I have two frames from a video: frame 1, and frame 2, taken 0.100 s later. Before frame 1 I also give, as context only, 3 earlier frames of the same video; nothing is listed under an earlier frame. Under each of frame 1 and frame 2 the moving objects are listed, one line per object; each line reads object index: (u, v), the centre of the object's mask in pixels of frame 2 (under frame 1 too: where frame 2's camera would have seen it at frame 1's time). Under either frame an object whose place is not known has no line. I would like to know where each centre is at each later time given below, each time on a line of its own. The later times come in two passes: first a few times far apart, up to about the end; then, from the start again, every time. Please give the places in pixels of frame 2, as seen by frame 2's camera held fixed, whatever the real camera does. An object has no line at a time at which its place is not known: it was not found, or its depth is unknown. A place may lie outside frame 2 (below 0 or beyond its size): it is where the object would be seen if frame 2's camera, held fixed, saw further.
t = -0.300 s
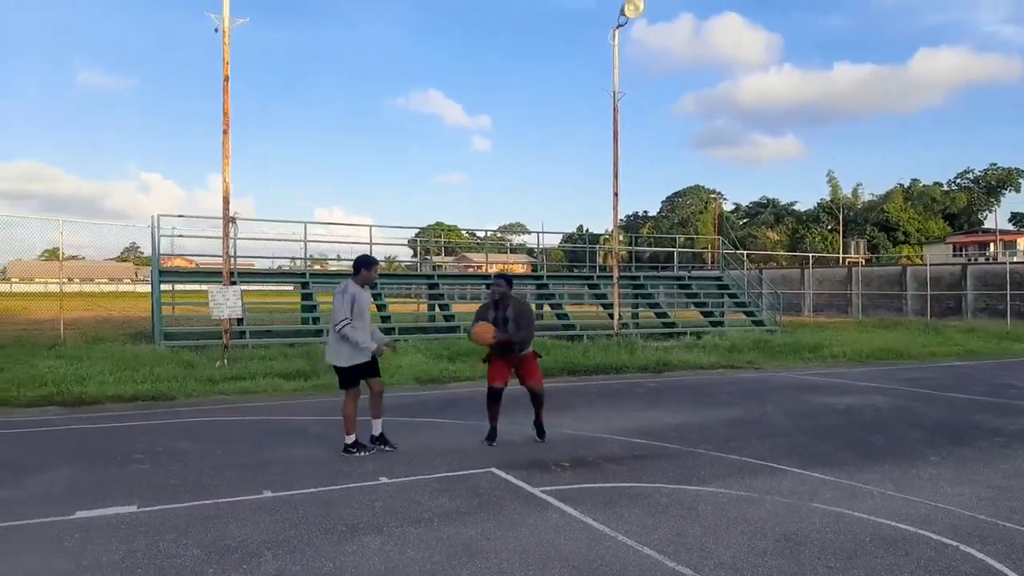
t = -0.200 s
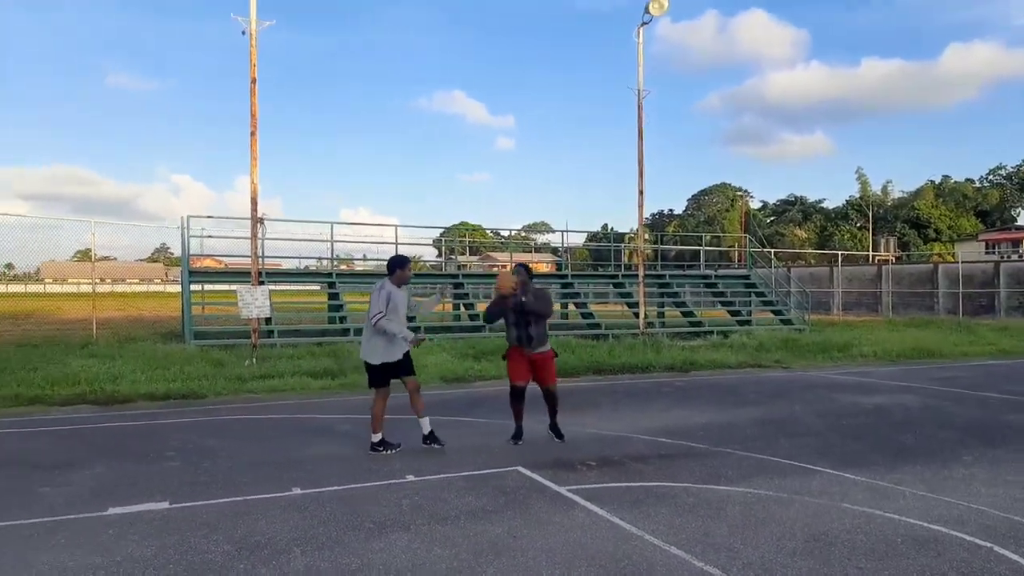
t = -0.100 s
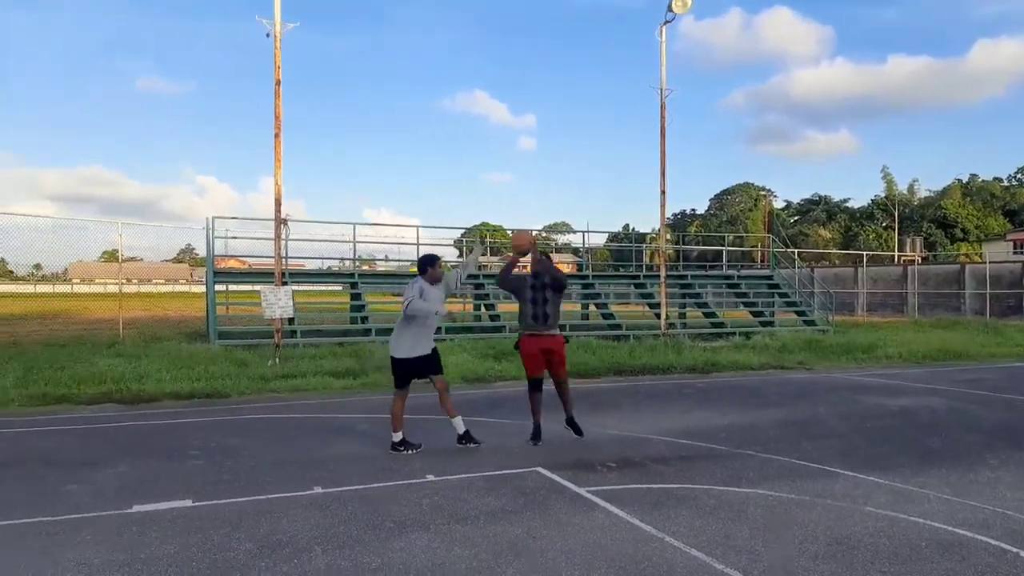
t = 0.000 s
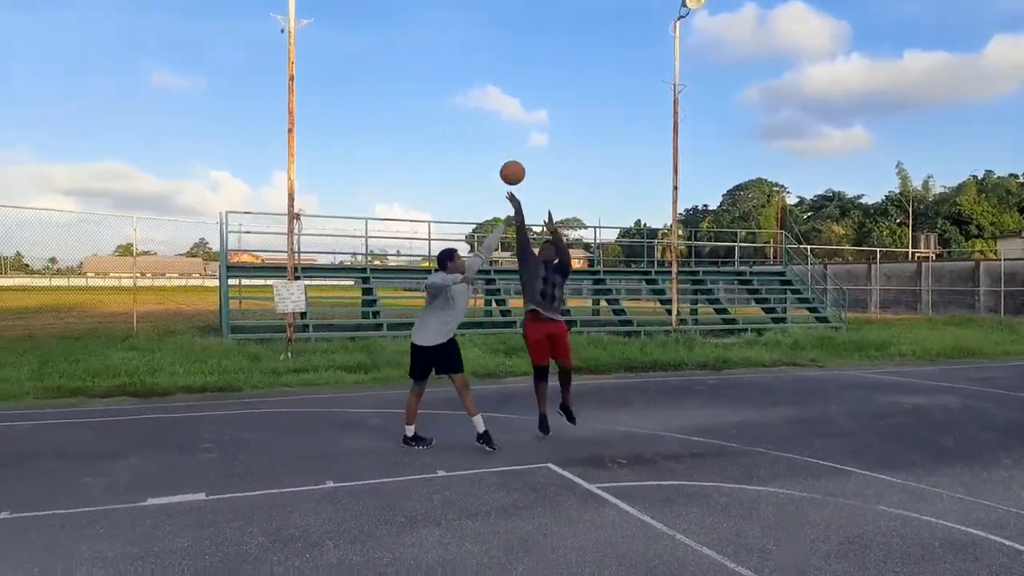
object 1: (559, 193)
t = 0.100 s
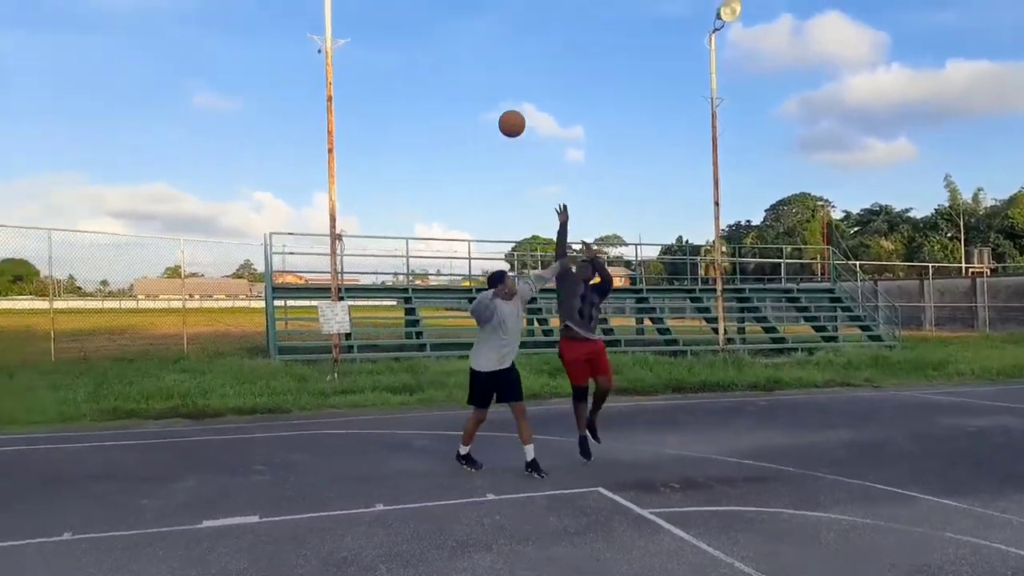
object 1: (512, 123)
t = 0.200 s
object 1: (467, 58)
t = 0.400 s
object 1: (369, -57)
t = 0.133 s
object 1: (496, 102)
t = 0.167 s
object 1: (481, 80)
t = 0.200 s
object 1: (467, 58)
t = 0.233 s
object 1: (452, 39)
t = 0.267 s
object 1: (437, 20)
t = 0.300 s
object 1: (420, 0)
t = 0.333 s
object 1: (403, -19)
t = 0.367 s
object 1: (386, -39)
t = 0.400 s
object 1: (369, -57)
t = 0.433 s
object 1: (349, -74)
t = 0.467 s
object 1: (326, -91)
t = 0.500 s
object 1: (302, -110)
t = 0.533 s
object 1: (281, -126)
